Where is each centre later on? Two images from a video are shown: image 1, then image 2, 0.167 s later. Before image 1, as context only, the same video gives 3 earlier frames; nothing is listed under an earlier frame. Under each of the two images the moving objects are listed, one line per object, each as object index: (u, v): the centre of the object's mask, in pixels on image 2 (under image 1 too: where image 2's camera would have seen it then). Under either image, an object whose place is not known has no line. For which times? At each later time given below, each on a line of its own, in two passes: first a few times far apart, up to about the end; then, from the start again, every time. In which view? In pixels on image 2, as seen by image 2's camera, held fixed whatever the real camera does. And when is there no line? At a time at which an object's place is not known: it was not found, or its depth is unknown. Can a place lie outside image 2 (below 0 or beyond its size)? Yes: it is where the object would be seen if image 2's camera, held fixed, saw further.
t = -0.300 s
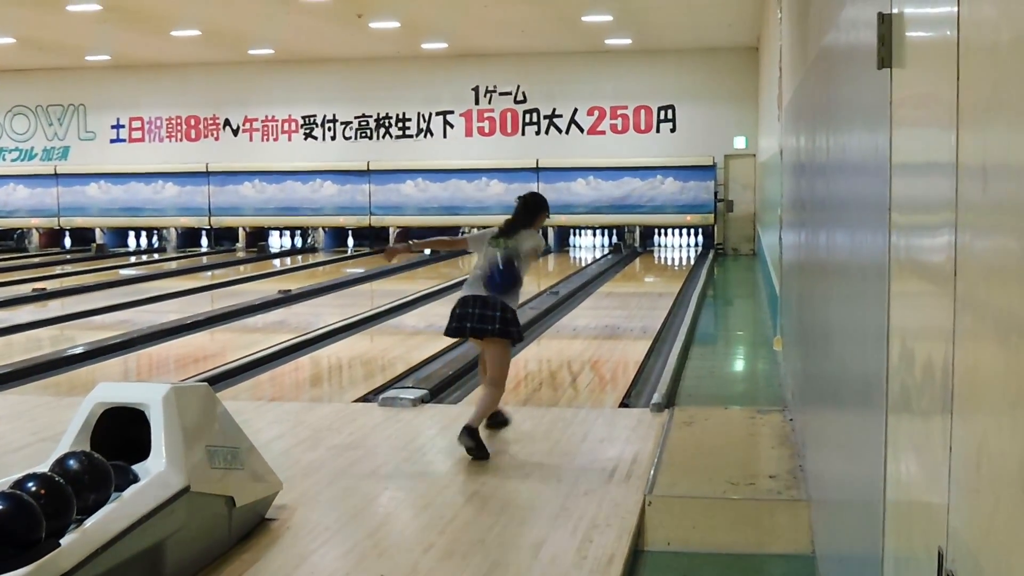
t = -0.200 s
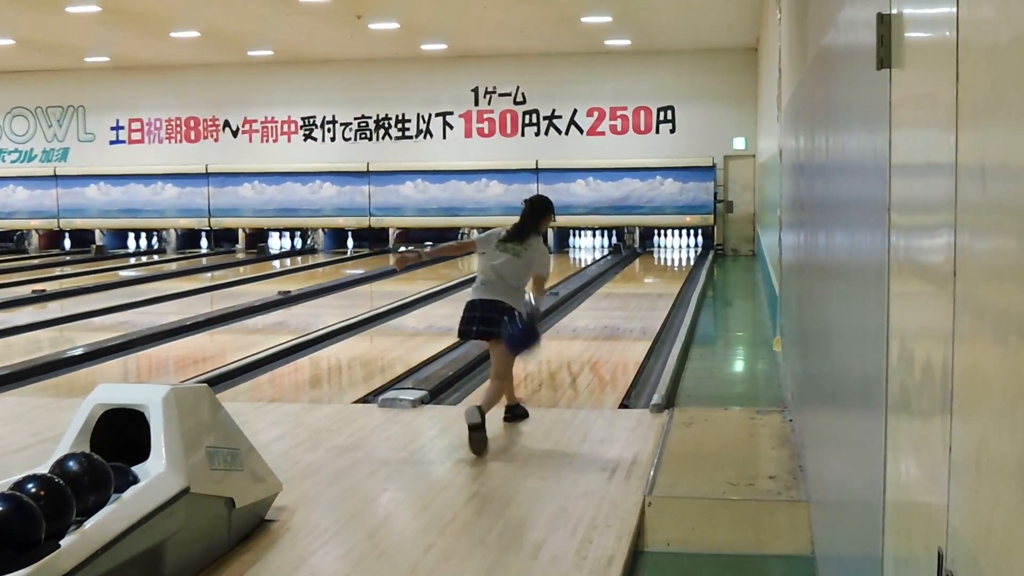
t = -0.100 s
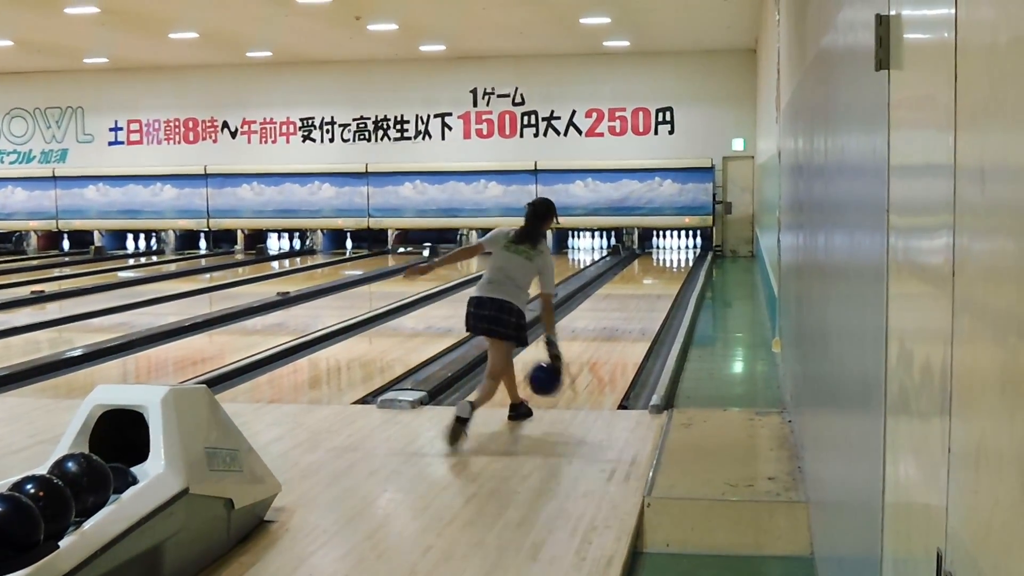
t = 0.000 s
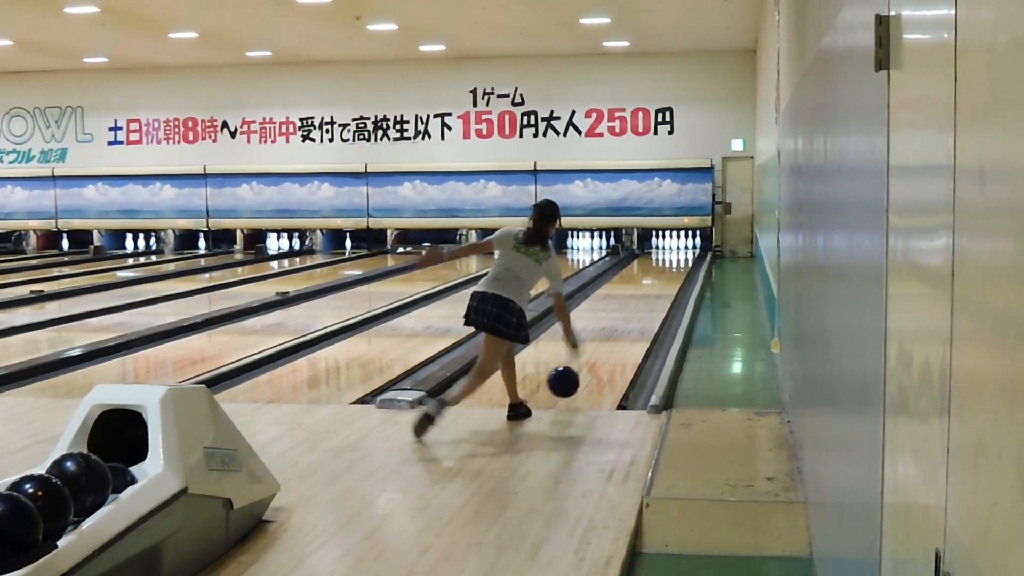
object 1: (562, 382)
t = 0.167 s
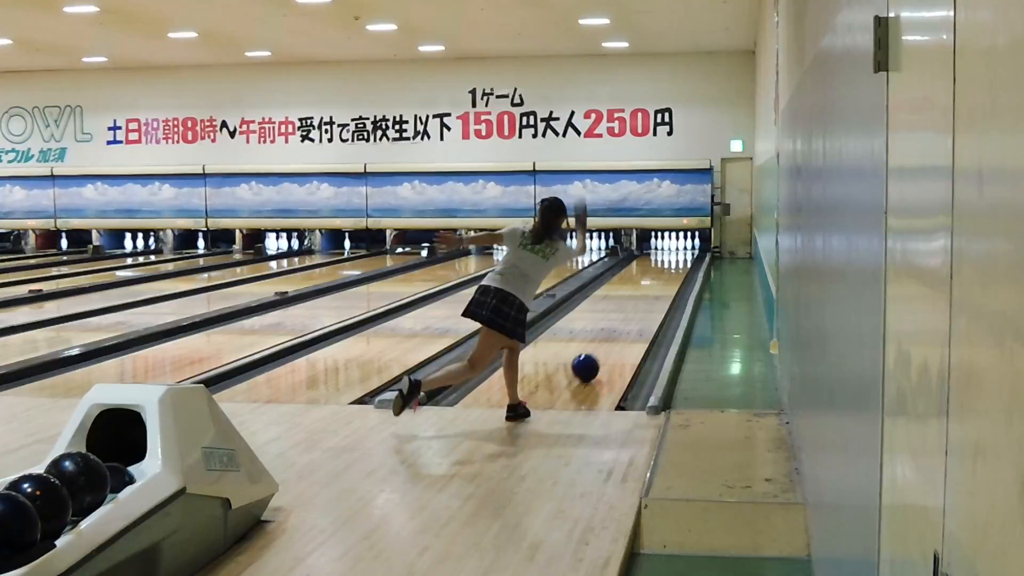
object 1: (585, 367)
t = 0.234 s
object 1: (592, 358)
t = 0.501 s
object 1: (617, 330)
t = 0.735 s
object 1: (632, 311)
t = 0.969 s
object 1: (643, 297)
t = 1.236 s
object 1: (653, 284)
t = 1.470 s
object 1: (660, 275)
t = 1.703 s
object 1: (666, 267)
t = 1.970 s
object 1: (671, 260)
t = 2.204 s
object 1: (673, 255)
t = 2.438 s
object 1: (674, 251)
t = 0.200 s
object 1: (589, 362)
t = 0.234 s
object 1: (592, 358)
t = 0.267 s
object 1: (596, 354)
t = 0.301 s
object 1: (599, 350)
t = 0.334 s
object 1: (603, 346)
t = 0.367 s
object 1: (606, 342)
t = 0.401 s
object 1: (609, 339)
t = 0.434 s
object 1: (611, 336)
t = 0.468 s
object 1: (614, 333)
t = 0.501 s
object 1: (617, 330)
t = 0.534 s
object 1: (619, 327)
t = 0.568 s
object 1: (621, 324)
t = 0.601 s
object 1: (624, 321)
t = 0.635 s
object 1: (626, 318)
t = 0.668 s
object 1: (628, 315)
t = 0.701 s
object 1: (630, 314)
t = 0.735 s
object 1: (632, 311)
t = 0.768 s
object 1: (633, 309)
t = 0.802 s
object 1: (635, 307)
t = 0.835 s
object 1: (637, 305)
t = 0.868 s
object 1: (639, 303)
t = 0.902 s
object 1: (640, 301)
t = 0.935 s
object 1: (642, 299)
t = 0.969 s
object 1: (643, 297)
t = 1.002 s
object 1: (645, 295)
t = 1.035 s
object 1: (646, 294)
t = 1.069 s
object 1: (647, 292)
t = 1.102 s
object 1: (649, 290)
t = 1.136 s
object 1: (650, 288)
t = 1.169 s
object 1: (651, 287)
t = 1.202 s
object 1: (652, 285)
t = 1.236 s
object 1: (653, 284)
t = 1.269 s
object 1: (655, 283)
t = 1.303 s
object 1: (656, 281)
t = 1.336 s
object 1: (657, 280)
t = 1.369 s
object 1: (658, 279)
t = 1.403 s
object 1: (659, 277)
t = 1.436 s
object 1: (660, 276)
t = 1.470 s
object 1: (660, 275)
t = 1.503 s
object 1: (661, 274)
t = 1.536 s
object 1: (662, 273)
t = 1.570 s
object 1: (663, 272)
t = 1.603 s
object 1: (664, 271)
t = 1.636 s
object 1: (664, 270)
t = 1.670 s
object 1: (665, 268)
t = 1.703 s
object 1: (666, 267)
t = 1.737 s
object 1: (666, 267)
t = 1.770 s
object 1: (667, 266)
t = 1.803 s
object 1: (668, 265)
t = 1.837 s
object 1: (668, 264)
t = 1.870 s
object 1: (669, 263)
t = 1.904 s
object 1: (670, 262)
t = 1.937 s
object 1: (670, 261)
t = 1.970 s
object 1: (671, 260)
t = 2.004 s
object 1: (671, 259)
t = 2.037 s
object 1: (672, 259)
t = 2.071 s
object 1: (672, 258)
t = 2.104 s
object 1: (672, 257)
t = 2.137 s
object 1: (673, 256)
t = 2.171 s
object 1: (673, 256)
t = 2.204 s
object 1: (673, 255)
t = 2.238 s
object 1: (674, 254)
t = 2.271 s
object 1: (674, 253)
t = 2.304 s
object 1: (674, 253)
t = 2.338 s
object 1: (674, 252)
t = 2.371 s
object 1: (674, 252)
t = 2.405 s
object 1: (674, 251)
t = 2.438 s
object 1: (674, 251)
